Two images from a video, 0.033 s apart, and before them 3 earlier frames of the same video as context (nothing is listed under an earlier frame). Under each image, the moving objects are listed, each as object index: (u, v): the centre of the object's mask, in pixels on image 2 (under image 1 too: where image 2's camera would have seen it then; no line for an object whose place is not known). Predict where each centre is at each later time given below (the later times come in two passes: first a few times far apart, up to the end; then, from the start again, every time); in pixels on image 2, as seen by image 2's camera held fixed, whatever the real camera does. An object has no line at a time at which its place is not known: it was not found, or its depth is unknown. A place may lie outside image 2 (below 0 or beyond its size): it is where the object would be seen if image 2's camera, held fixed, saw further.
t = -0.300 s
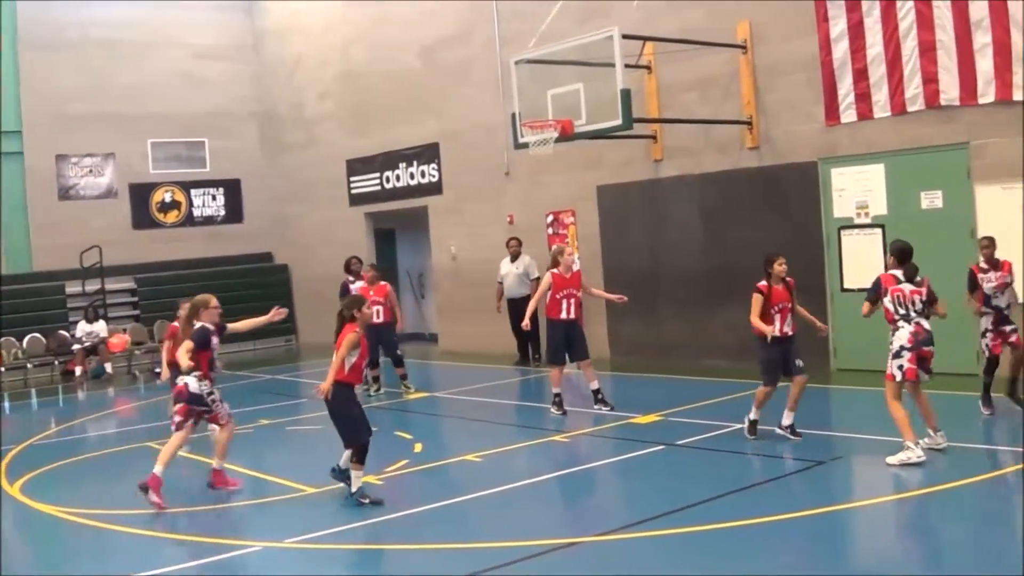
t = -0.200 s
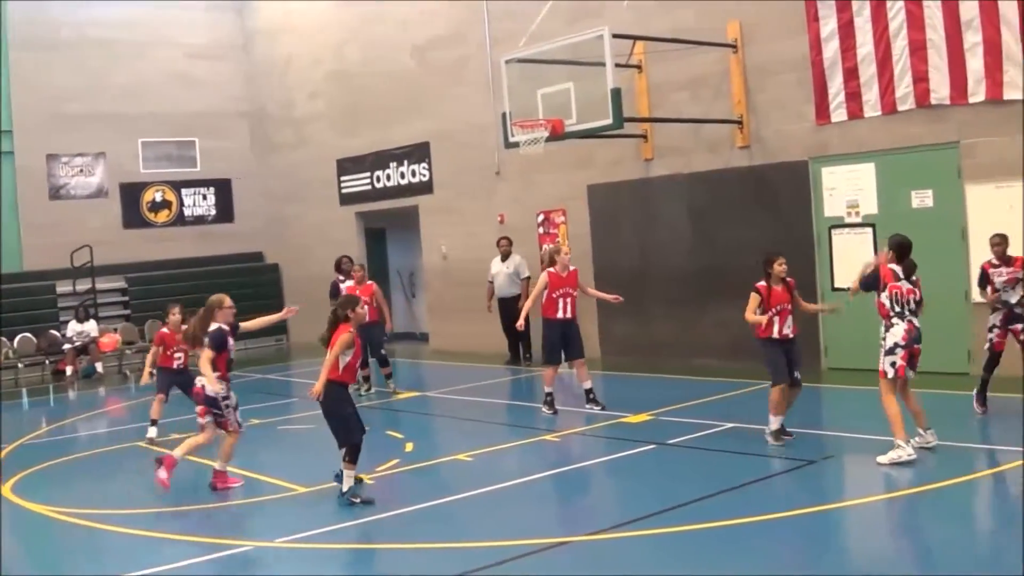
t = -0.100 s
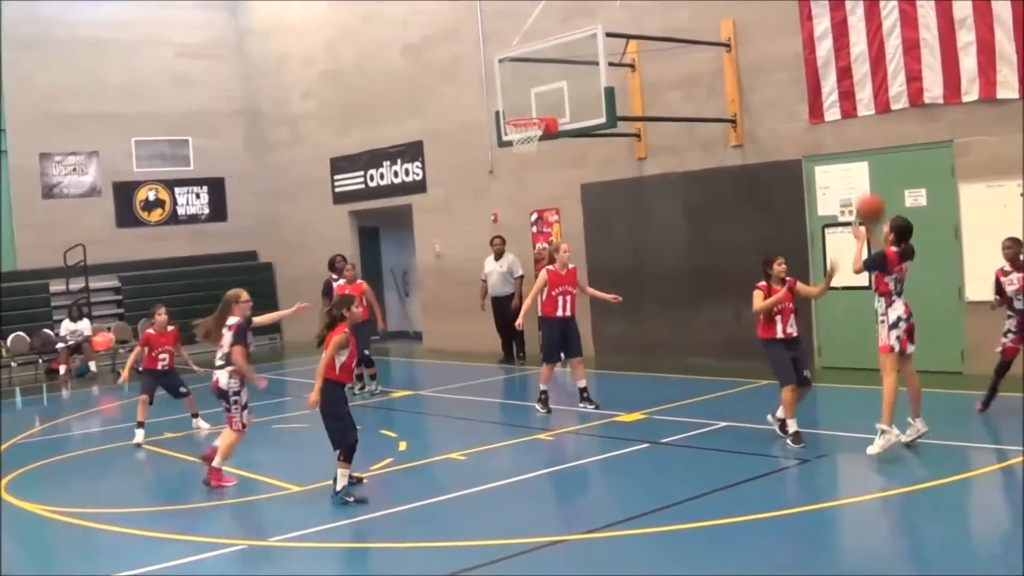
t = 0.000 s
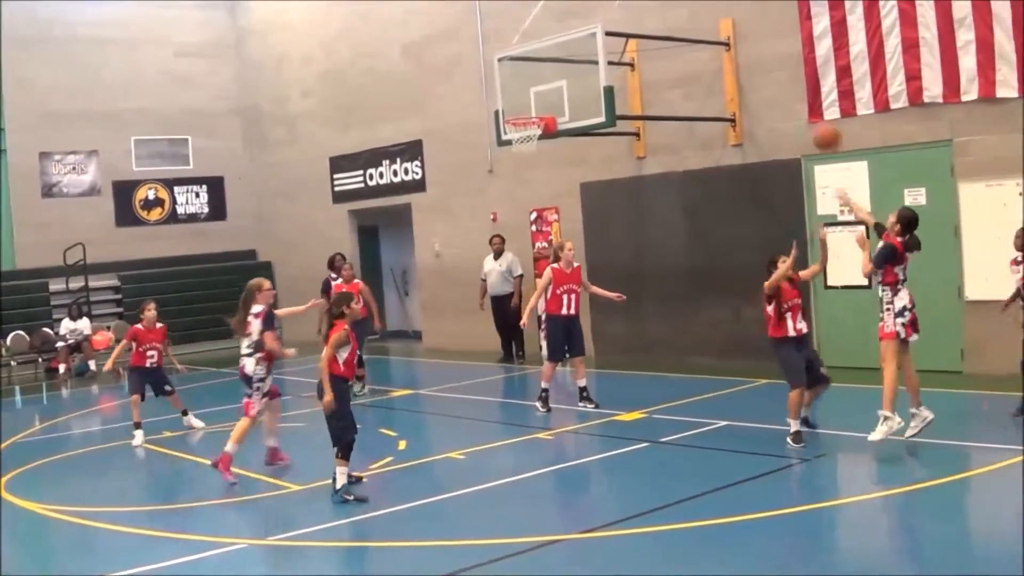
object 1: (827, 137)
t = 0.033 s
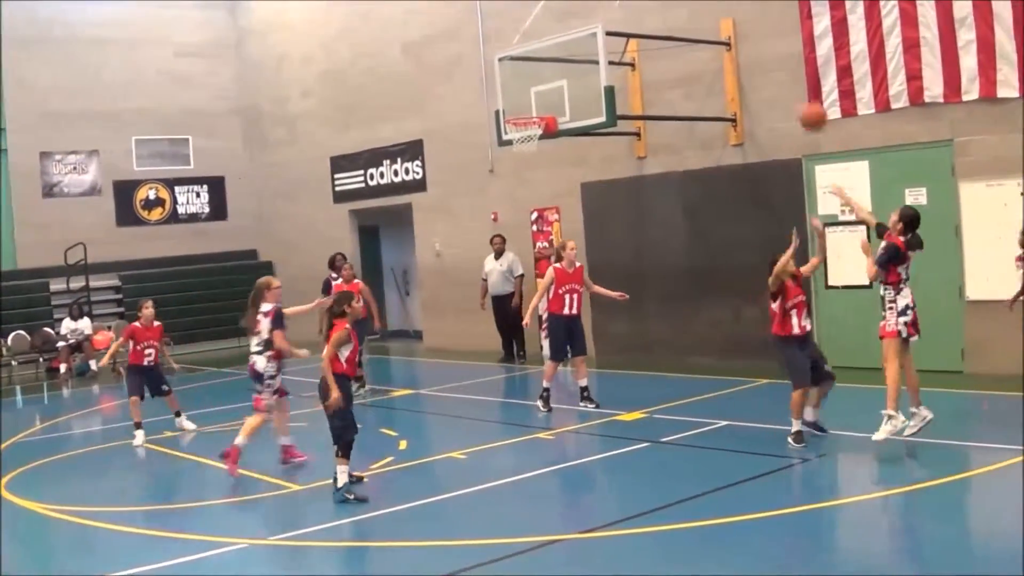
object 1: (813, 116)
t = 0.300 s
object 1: (711, 20)
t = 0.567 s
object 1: (634, 12)
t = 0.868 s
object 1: (568, 82)
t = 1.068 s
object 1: (534, 166)
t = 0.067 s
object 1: (799, 98)
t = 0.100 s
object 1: (785, 82)
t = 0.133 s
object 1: (773, 69)
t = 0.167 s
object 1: (759, 56)
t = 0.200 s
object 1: (746, 45)
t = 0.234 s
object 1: (735, 36)
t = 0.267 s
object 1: (723, 28)
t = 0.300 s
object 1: (711, 20)
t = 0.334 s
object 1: (701, 15)
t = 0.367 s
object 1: (691, 11)
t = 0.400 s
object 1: (681, 9)
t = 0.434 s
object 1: (671, 8)
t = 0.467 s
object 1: (661, 8)
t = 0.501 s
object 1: (652, 8)
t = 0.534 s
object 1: (643, 9)
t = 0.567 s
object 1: (634, 12)
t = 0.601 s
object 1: (626, 15)
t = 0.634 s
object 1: (618, 21)
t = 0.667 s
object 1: (610, 27)
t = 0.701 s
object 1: (602, 34)
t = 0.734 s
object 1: (595, 41)
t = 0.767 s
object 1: (588, 51)
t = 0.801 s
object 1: (581, 61)
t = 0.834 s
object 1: (574, 71)
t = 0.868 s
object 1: (568, 82)
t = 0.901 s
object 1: (561, 95)
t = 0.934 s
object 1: (556, 107)
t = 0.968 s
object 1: (549, 122)
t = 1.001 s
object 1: (544, 135)
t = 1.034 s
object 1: (539, 151)
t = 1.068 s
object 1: (534, 166)
